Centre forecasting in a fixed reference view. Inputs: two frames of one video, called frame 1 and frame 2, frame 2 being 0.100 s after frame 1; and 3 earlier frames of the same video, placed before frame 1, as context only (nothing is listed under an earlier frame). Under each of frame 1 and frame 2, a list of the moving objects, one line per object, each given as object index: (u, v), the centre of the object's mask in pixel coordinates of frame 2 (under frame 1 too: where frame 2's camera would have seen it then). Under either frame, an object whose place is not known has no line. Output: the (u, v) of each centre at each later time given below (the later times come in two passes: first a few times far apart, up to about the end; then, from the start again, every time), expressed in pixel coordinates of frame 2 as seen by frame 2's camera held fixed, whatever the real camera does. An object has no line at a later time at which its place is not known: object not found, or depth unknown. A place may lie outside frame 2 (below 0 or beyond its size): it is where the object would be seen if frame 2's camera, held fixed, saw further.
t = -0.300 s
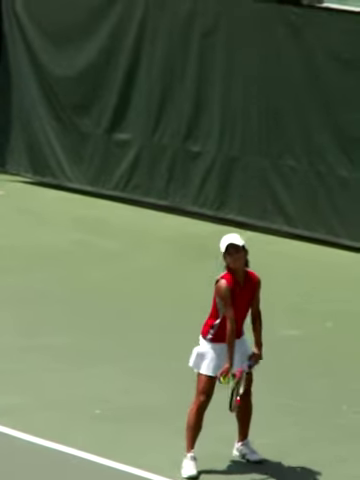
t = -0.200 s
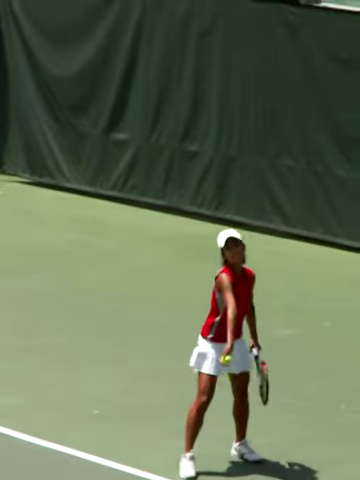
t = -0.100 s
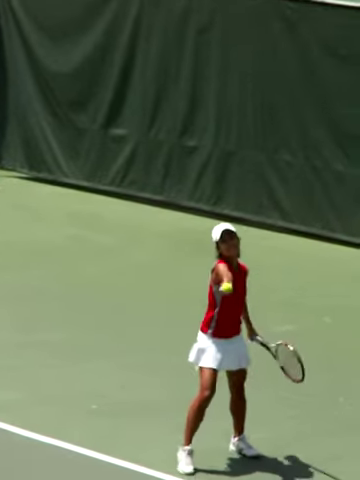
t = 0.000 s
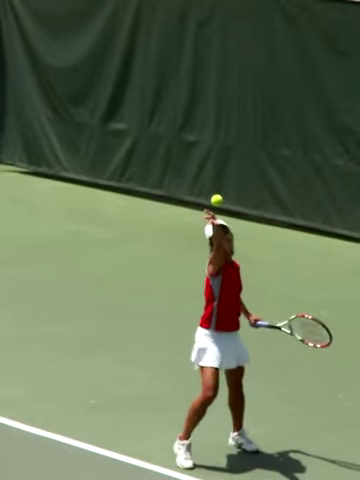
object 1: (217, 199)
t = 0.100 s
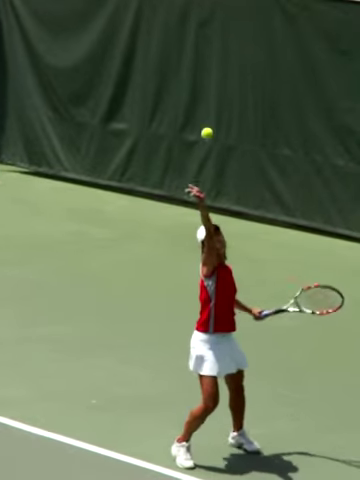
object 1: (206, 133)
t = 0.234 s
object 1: (192, 69)
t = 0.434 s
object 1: (167, 26)
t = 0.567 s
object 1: (150, 33)
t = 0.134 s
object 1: (203, 114)
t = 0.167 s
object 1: (199, 97)
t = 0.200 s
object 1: (196, 82)
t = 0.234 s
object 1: (192, 69)
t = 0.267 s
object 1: (188, 57)
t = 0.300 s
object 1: (184, 47)
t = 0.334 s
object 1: (179, 39)
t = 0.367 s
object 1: (176, 33)
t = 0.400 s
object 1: (172, 28)
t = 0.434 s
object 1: (167, 26)
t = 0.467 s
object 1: (163, 25)
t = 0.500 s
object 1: (159, 25)
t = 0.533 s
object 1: (155, 28)
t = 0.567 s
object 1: (150, 33)
